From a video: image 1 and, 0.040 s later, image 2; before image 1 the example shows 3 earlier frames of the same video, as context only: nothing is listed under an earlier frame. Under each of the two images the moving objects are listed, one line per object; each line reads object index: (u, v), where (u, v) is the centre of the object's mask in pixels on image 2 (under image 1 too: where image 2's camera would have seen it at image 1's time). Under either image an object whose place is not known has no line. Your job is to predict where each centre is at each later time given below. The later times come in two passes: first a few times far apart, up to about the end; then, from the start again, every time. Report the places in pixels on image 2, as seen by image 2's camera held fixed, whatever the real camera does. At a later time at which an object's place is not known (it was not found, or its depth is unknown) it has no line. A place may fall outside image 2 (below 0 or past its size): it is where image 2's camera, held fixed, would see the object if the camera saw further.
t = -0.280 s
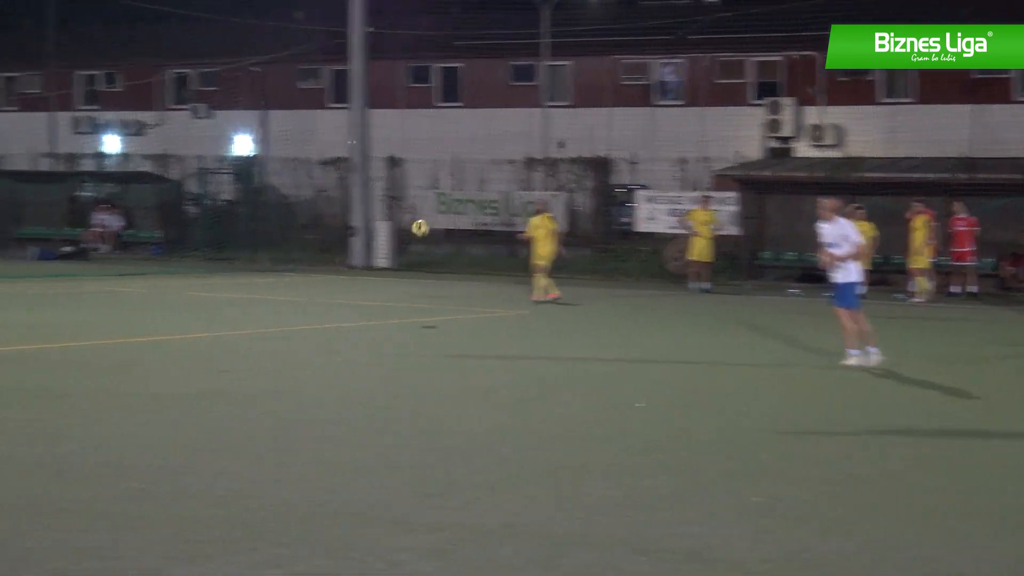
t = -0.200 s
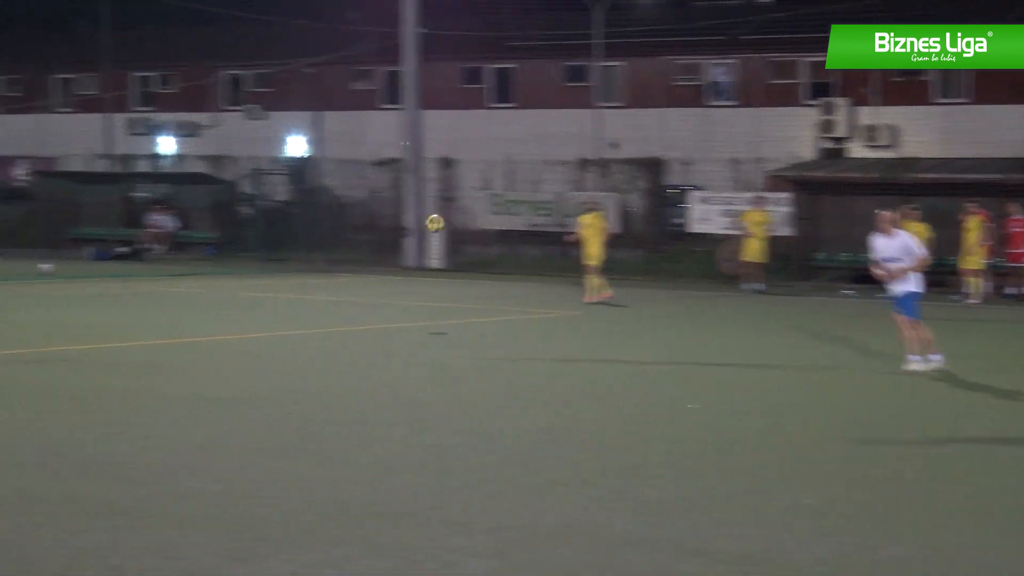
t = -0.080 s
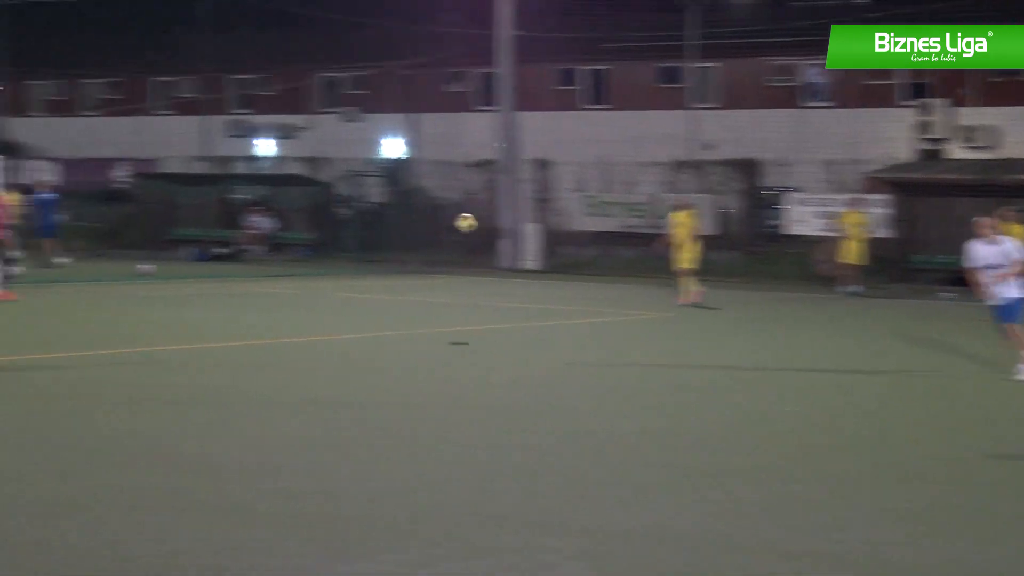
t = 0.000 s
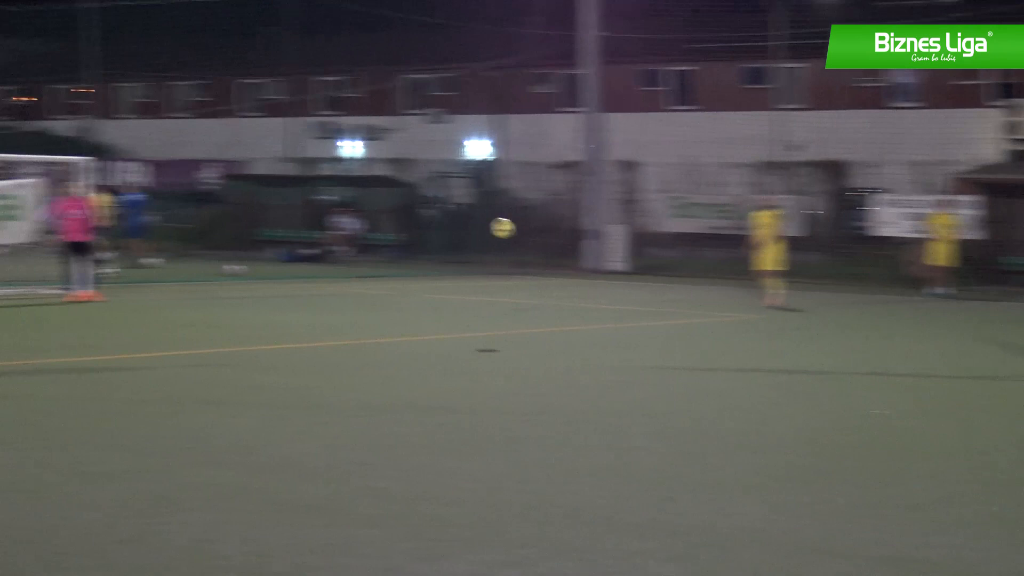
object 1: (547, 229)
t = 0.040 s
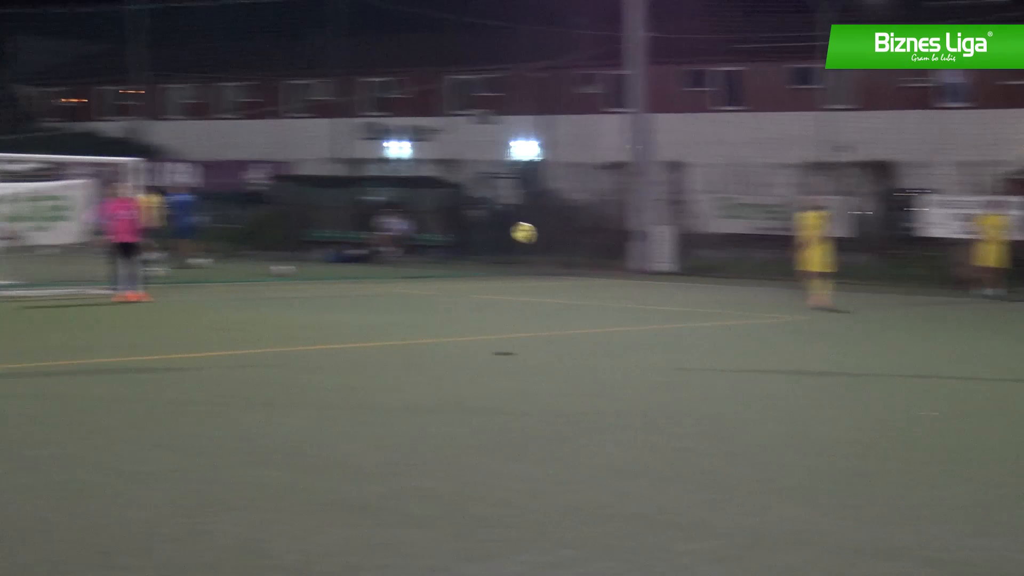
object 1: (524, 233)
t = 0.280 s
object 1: (345, 285)
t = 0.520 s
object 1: (137, 333)
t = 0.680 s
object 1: (17, 307)
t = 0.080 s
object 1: (497, 238)
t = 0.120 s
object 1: (470, 245)
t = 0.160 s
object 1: (441, 253)
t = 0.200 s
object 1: (411, 262)
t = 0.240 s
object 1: (378, 273)
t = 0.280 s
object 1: (345, 285)
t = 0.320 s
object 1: (312, 300)
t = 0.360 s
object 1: (274, 316)
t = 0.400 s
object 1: (235, 336)
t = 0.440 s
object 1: (196, 354)
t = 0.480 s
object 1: (167, 343)
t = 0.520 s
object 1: (137, 333)
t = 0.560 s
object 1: (108, 324)
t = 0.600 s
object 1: (78, 317)
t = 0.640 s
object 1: (48, 310)
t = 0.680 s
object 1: (17, 307)
